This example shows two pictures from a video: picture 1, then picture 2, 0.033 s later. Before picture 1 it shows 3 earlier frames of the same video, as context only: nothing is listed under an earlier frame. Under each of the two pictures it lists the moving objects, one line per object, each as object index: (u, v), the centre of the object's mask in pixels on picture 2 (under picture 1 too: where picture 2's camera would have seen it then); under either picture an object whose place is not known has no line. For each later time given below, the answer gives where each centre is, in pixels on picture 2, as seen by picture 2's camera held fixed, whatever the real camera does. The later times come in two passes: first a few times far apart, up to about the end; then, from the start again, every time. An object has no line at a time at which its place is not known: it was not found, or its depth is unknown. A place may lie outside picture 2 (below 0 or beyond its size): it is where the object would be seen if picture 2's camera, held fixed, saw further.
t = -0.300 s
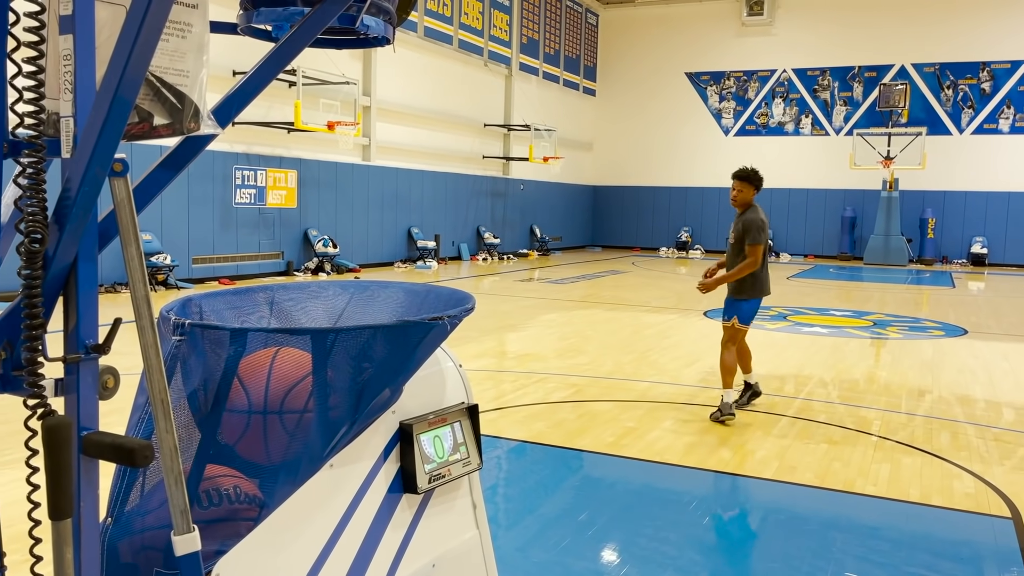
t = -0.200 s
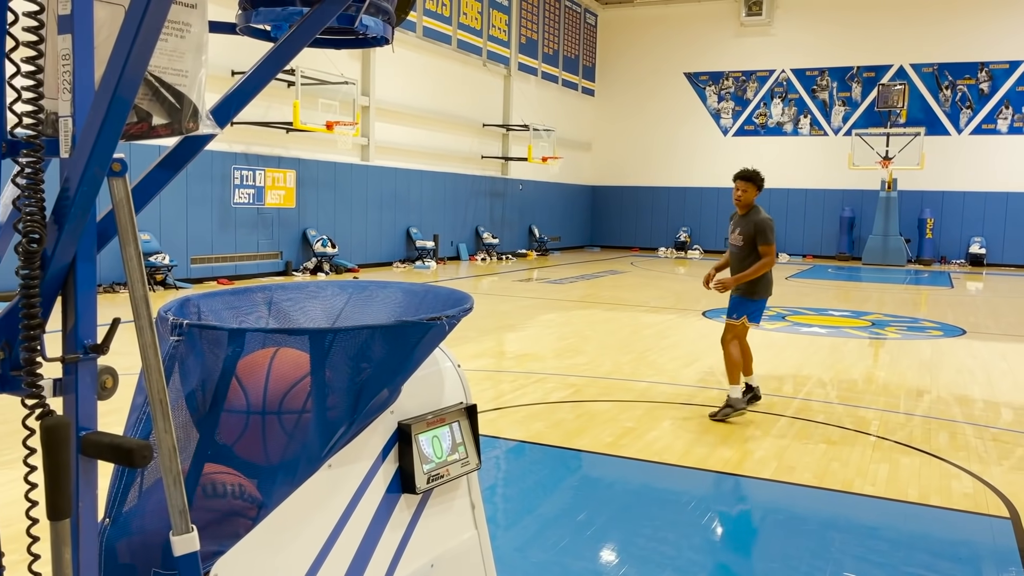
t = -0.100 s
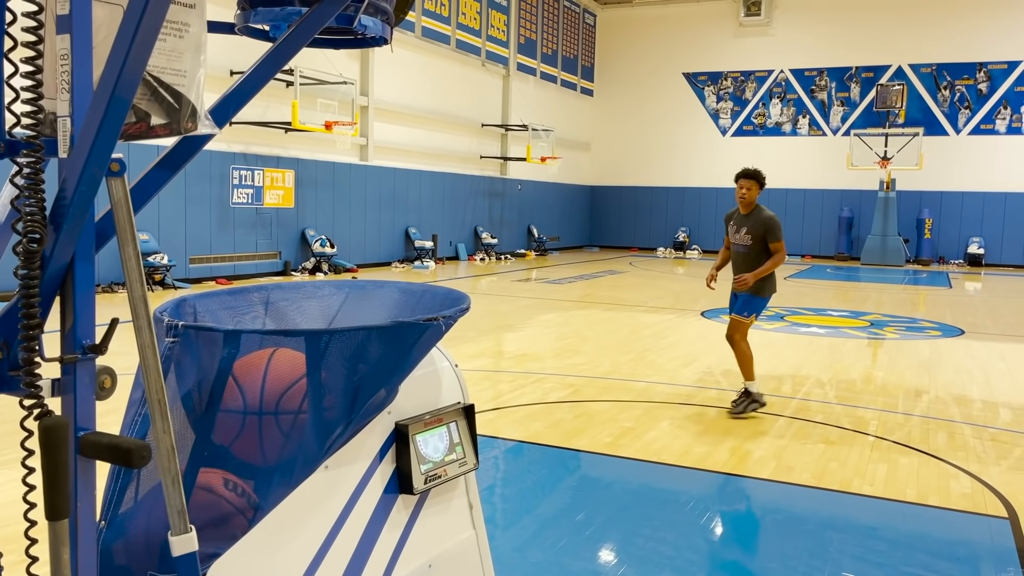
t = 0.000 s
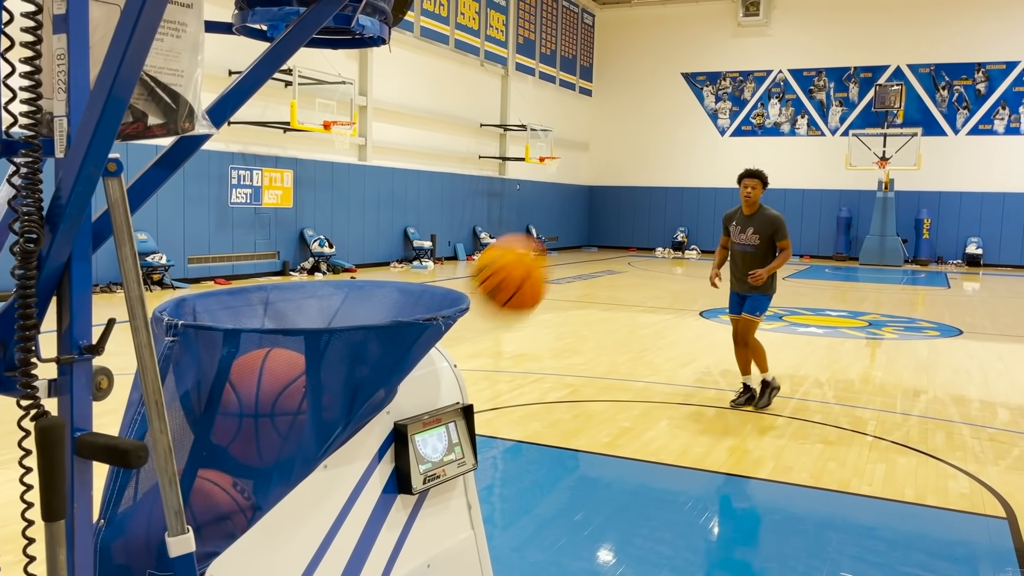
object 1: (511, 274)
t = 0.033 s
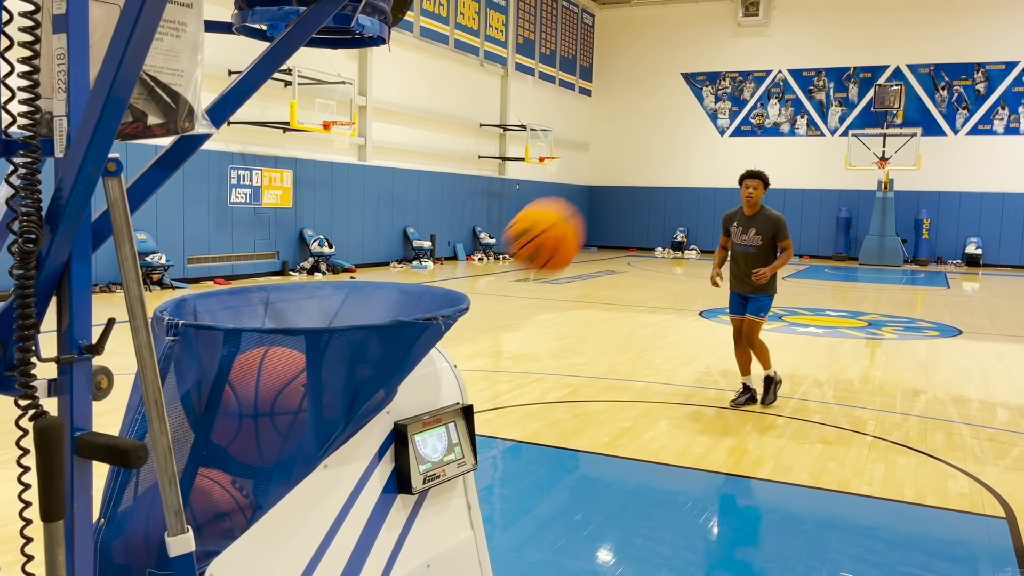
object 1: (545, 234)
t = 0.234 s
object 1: (678, 129)
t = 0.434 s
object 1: (744, 134)
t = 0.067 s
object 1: (573, 209)
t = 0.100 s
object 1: (599, 184)
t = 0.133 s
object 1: (623, 163)
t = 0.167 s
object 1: (644, 147)
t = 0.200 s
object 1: (662, 136)
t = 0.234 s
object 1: (678, 129)
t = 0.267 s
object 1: (692, 124)
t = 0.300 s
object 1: (705, 122)
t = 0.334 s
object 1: (717, 122)
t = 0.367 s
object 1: (727, 124)
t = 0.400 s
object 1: (736, 129)
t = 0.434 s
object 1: (744, 134)
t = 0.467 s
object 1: (751, 141)
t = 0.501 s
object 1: (759, 149)
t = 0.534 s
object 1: (765, 159)
